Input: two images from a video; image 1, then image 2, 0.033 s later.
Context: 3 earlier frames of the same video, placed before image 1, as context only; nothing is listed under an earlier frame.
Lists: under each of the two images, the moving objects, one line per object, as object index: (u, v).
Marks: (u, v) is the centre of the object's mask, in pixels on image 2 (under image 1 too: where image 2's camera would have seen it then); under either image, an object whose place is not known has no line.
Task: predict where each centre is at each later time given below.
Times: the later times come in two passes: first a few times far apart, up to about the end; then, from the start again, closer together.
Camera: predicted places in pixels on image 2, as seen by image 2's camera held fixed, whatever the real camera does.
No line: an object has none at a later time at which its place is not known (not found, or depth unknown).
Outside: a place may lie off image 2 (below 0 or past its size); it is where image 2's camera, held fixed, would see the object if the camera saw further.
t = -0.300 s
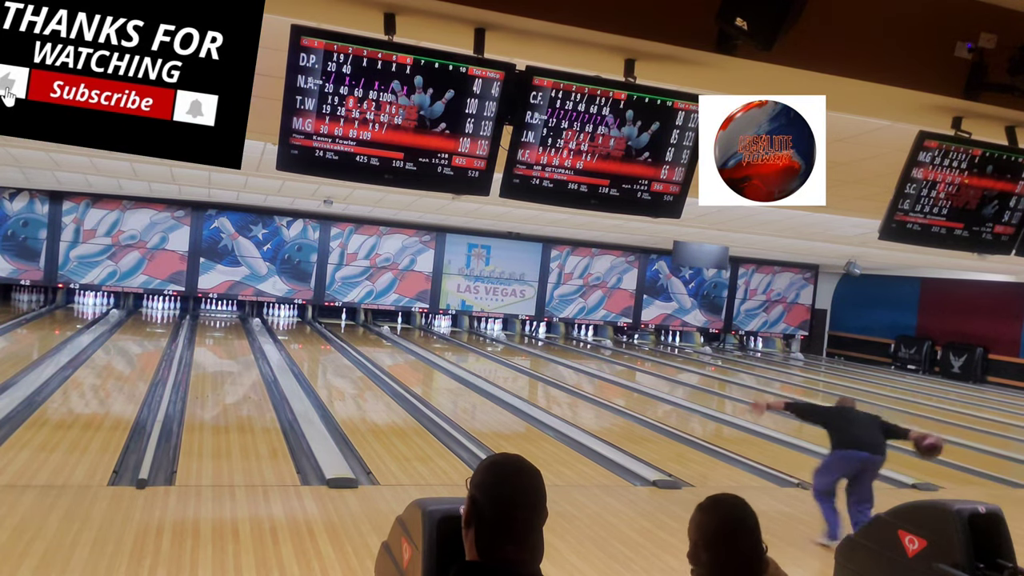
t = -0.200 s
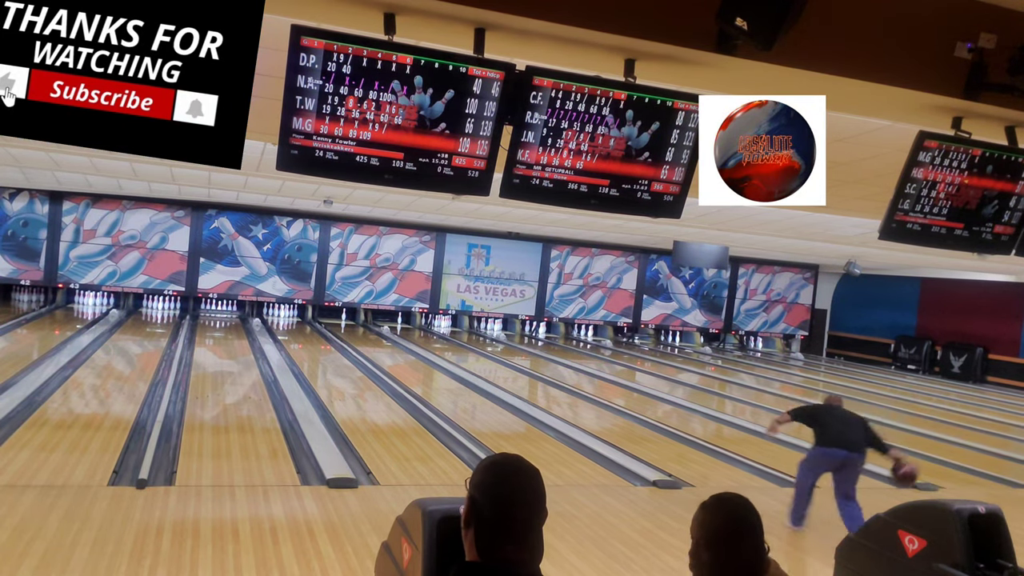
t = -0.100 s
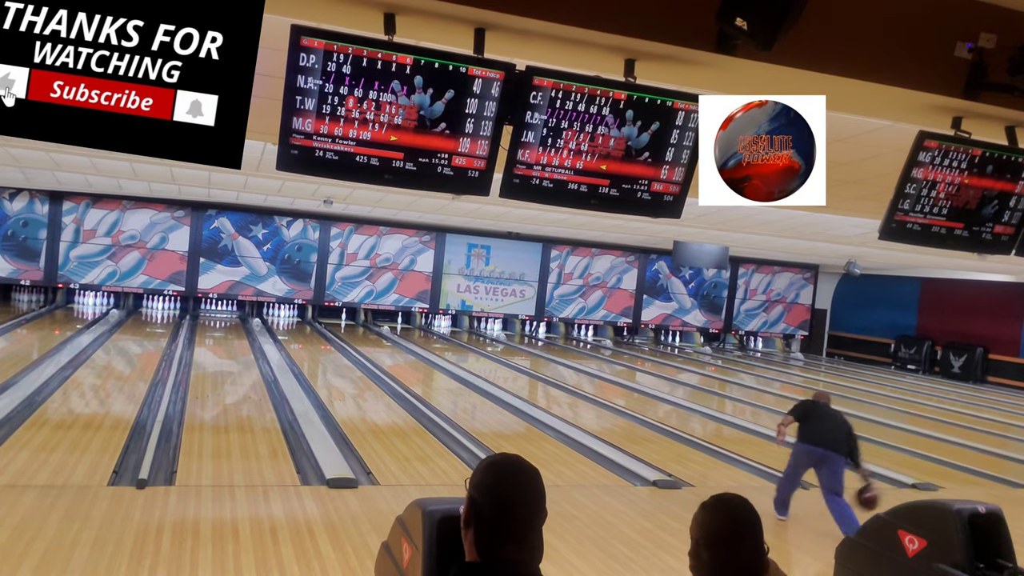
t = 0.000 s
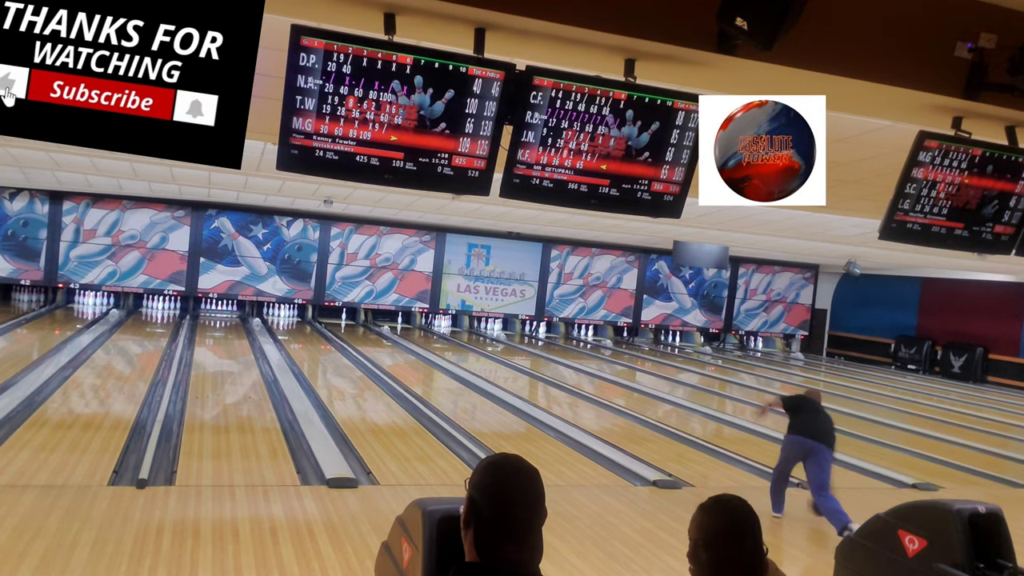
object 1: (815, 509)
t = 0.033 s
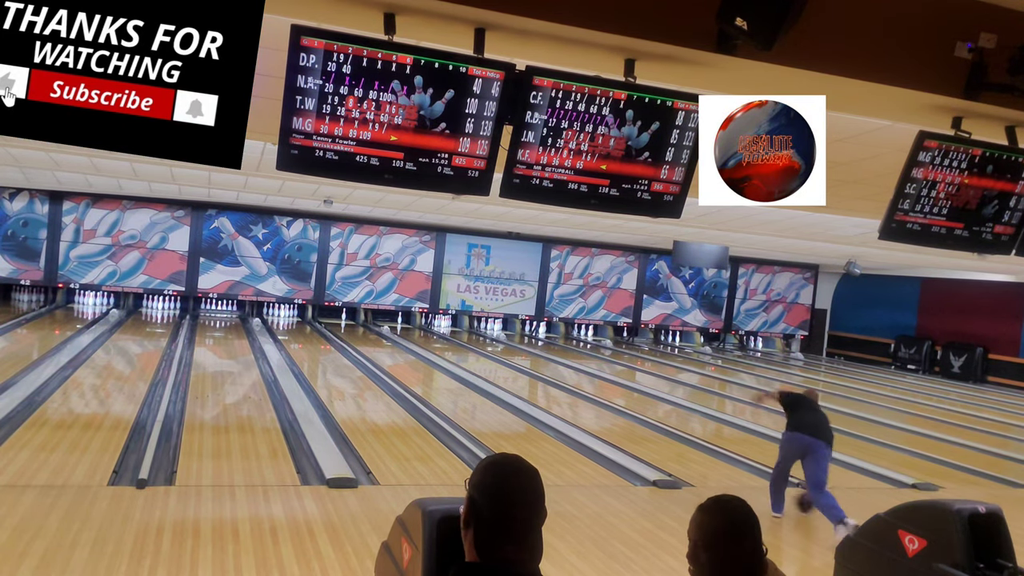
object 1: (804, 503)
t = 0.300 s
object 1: (706, 460)
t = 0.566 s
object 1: (636, 426)
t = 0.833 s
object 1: (587, 402)
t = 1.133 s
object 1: (543, 382)
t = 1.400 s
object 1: (514, 368)
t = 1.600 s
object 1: (495, 360)
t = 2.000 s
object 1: (464, 346)
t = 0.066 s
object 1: (793, 494)
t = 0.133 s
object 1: (762, 485)
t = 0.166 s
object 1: (750, 480)
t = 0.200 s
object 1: (738, 475)
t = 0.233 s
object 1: (727, 469)
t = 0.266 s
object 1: (717, 466)
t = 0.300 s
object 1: (706, 460)
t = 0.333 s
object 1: (696, 455)
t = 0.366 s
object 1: (686, 450)
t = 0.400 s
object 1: (677, 446)
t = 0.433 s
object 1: (668, 442)
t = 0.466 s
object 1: (660, 438)
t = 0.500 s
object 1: (652, 433)
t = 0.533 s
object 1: (644, 430)
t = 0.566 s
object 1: (636, 426)
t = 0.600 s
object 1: (630, 423)
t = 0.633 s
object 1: (623, 420)
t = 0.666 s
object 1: (616, 417)
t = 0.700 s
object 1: (610, 414)
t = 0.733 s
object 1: (604, 412)
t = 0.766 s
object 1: (598, 408)
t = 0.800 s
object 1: (593, 405)
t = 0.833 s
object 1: (587, 402)
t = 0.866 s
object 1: (581, 399)
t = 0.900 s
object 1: (576, 397)
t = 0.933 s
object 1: (571, 394)
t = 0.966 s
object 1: (566, 392)
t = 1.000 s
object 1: (561, 390)
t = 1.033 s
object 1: (556, 388)
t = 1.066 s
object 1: (552, 385)
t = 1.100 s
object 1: (548, 383)
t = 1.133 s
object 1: (543, 382)
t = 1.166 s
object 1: (539, 380)
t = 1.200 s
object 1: (535, 378)
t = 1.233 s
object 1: (531, 376)
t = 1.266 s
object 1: (528, 375)
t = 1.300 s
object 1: (524, 373)
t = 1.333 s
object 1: (520, 371)
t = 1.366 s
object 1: (516, 370)
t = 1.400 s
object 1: (514, 368)
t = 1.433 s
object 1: (511, 367)
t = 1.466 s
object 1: (507, 365)
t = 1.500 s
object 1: (504, 364)
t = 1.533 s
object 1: (501, 362)
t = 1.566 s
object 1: (497, 361)
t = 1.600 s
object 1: (495, 360)
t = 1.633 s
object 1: (492, 359)
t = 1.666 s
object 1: (489, 357)
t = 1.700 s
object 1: (487, 356)
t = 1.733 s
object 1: (484, 355)
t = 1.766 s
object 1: (481, 354)
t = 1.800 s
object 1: (478, 353)
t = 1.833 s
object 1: (476, 352)
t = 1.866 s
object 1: (474, 350)
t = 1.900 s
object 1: (471, 349)
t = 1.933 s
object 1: (469, 348)
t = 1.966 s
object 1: (466, 347)
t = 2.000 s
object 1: (464, 346)
